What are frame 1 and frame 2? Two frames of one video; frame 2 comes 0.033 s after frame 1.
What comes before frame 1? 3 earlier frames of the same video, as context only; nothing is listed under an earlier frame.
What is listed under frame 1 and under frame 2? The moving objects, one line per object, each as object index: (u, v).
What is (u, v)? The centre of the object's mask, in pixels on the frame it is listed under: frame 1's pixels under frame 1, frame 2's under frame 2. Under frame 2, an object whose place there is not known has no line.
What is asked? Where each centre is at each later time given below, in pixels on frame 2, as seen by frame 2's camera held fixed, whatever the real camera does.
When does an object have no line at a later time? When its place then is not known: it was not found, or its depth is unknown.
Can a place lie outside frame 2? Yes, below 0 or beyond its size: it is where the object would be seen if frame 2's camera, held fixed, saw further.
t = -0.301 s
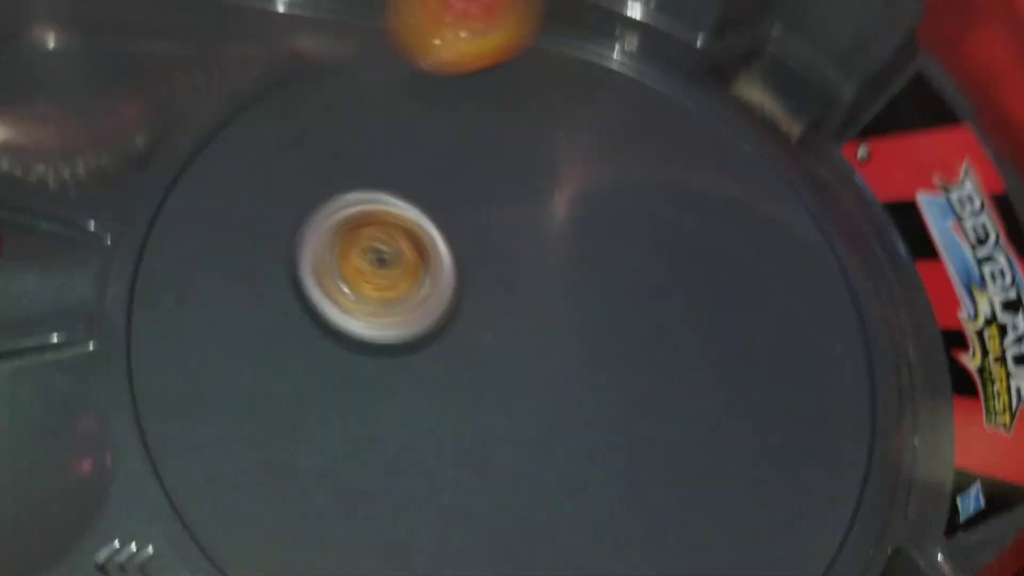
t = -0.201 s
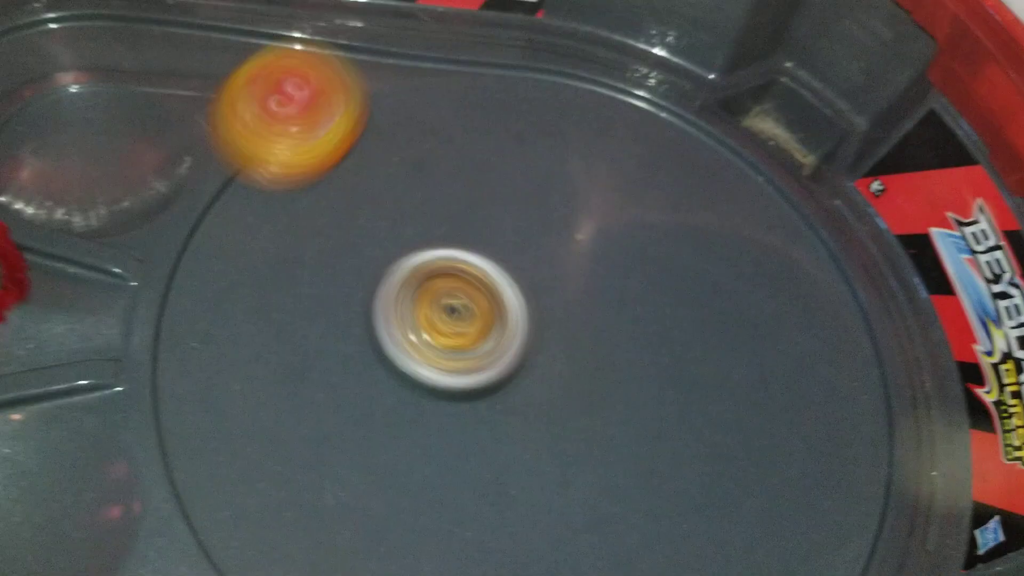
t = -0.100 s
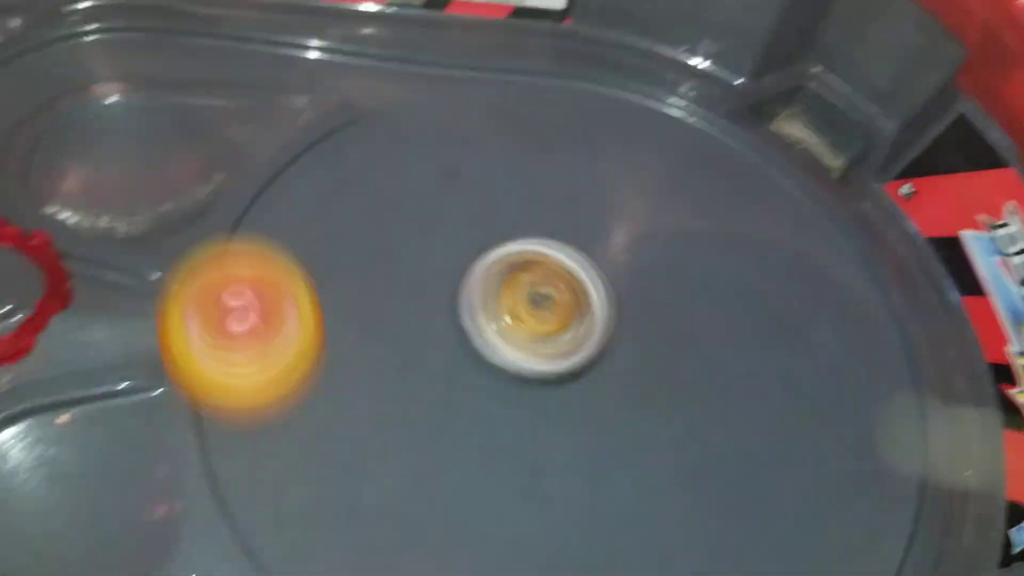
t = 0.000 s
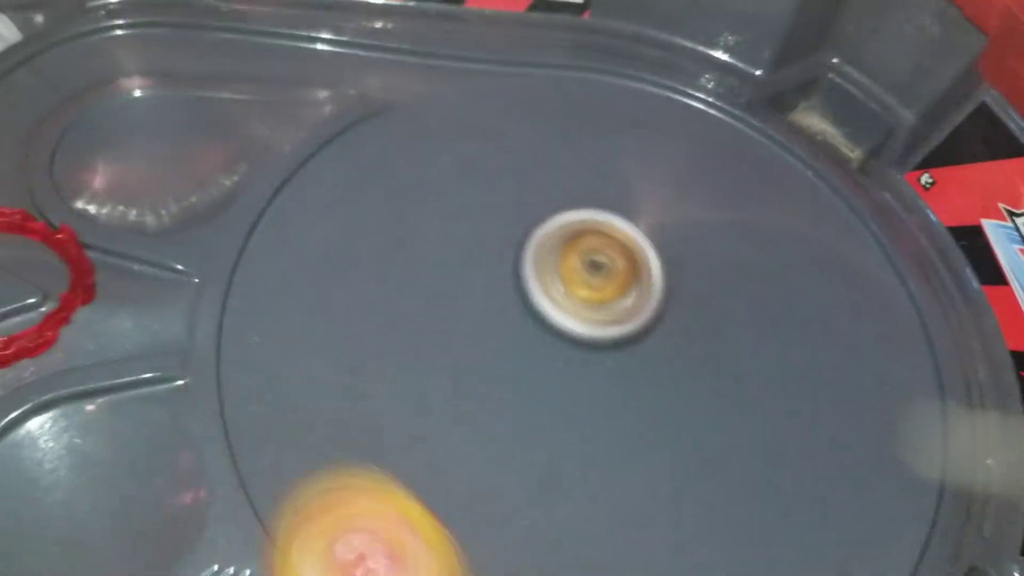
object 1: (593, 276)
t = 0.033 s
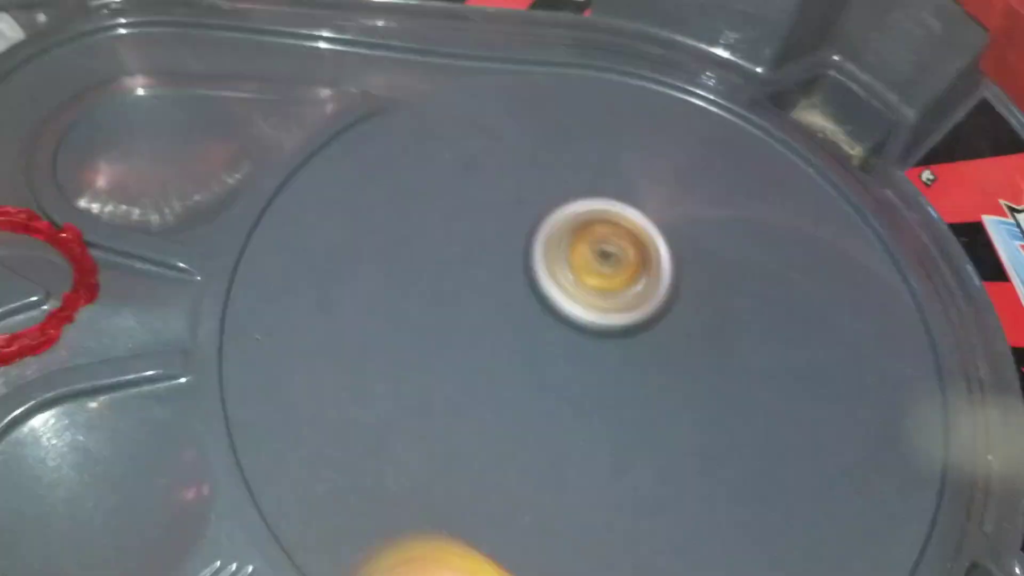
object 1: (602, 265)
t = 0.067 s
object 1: (609, 255)
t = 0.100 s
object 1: (613, 245)
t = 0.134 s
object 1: (616, 236)
